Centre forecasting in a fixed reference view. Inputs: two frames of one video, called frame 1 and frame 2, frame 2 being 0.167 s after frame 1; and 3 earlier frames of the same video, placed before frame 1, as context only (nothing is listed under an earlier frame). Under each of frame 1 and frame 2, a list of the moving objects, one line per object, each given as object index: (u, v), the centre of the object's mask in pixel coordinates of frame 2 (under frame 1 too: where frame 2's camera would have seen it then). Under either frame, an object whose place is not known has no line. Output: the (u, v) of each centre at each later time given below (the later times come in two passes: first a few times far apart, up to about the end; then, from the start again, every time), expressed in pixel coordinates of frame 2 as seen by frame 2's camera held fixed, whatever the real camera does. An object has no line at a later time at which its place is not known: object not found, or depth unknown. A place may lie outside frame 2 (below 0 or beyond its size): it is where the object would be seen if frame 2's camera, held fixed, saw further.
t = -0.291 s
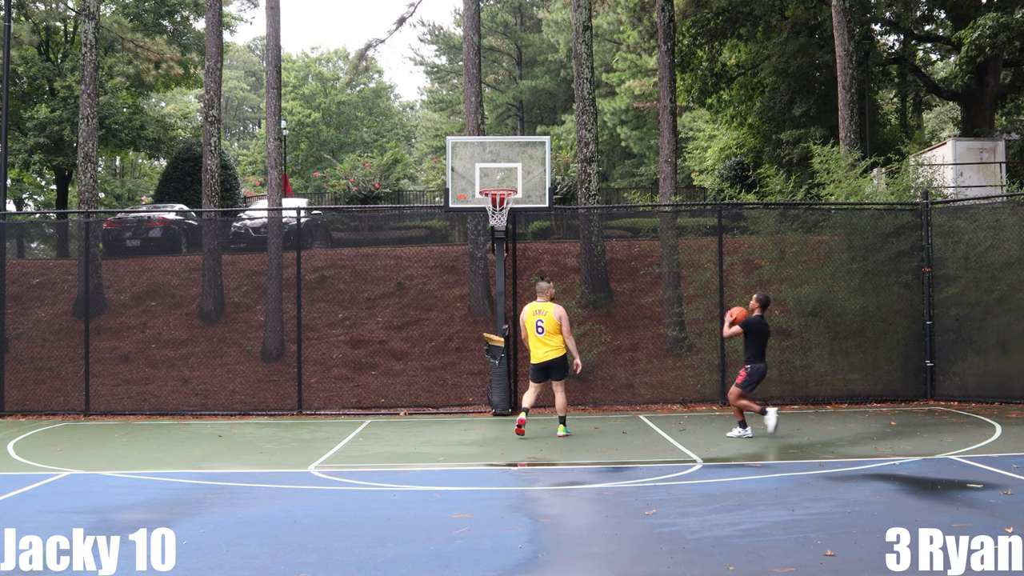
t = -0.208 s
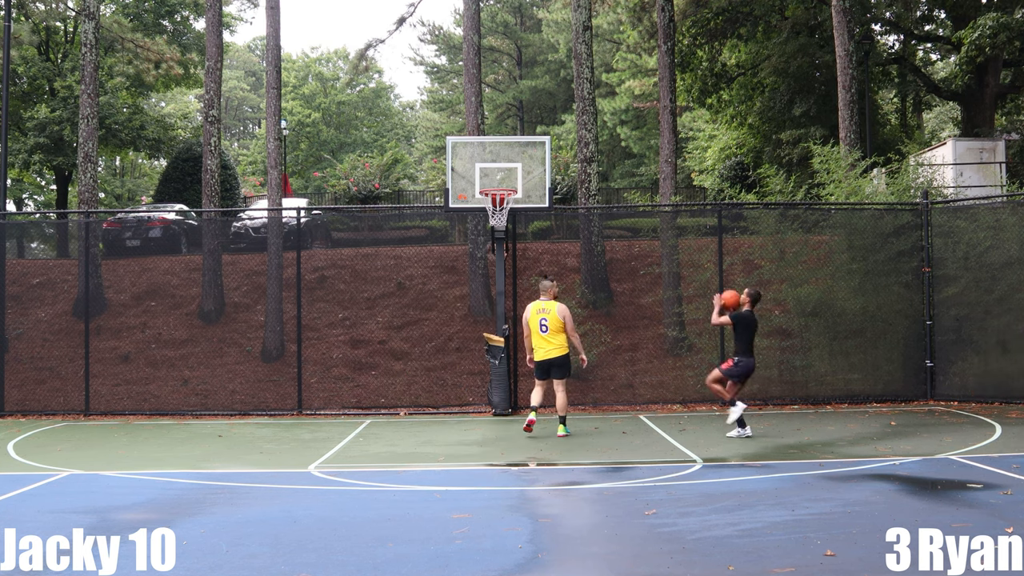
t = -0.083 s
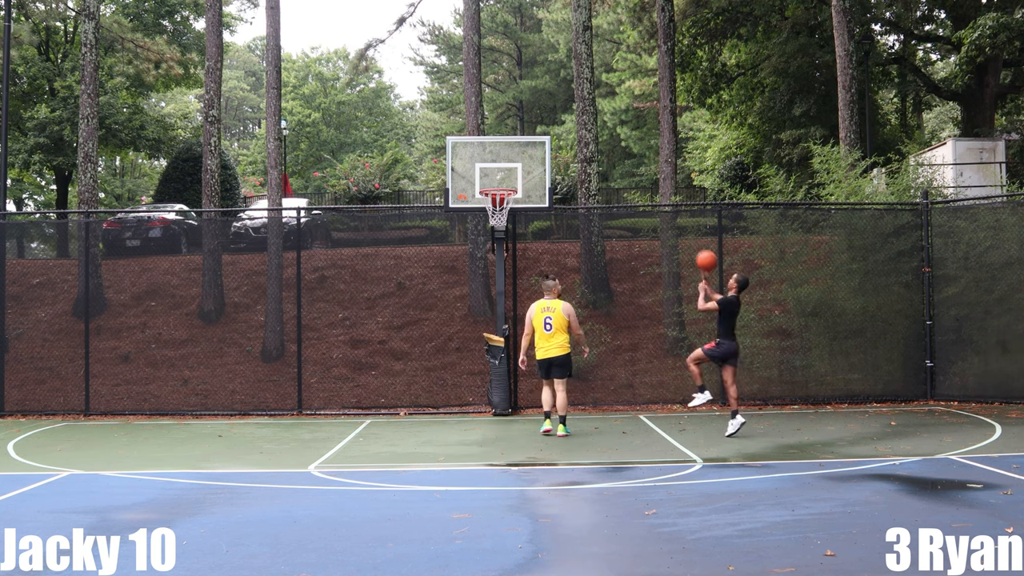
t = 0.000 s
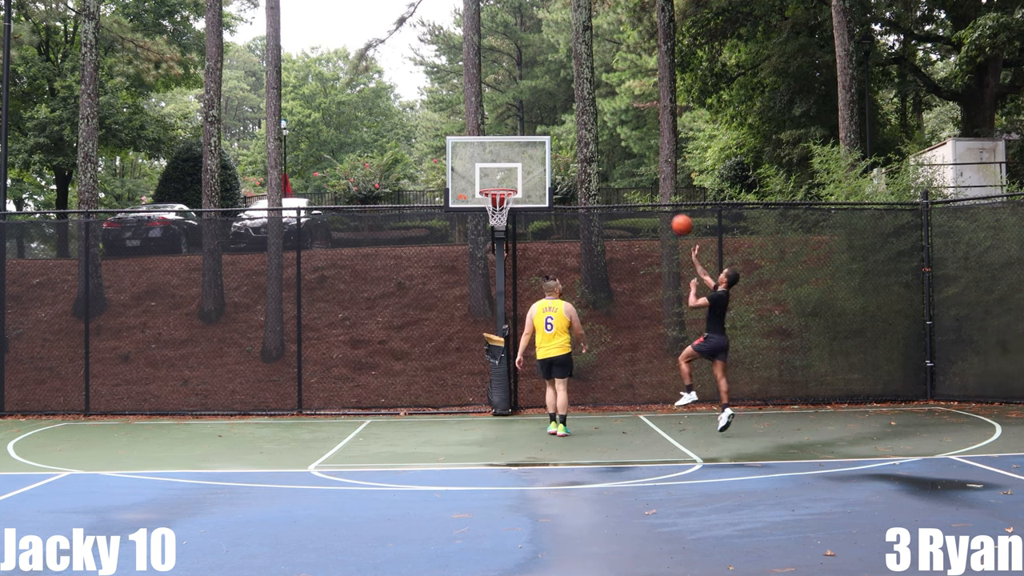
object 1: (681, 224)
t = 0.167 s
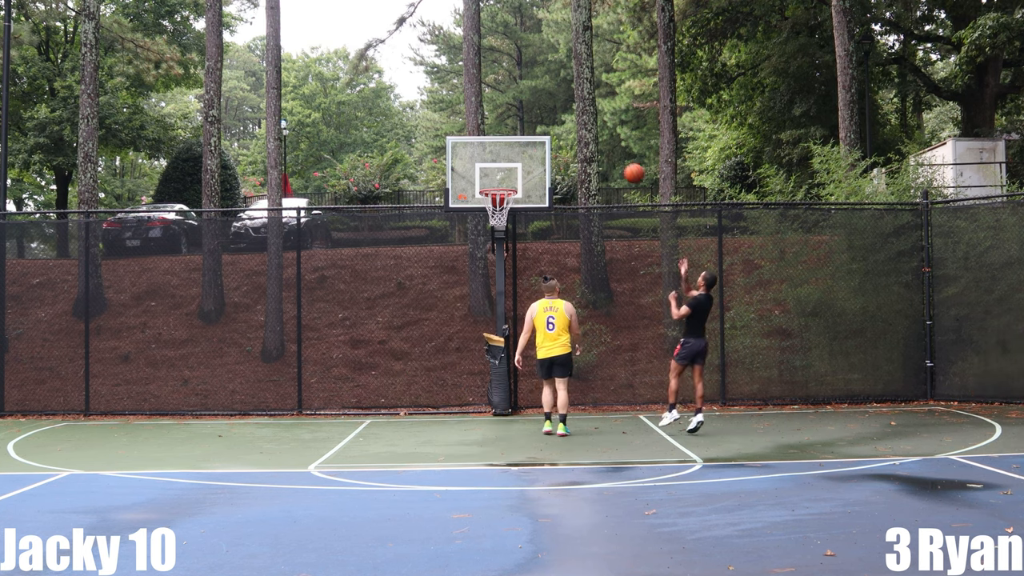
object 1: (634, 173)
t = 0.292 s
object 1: (601, 150)
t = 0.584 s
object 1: (531, 146)
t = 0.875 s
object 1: (494, 183)
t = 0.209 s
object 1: (623, 164)
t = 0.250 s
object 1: (612, 156)
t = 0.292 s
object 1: (601, 150)
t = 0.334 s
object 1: (591, 145)
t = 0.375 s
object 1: (580, 142)
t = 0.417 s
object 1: (570, 140)
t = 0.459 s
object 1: (560, 139)
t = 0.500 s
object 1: (550, 140)
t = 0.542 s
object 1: (541, 142)
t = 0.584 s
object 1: (531, 146)
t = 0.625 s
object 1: (525, 148)
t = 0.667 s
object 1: (520, 150)
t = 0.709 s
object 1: (515, 154)
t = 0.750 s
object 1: (510, 159)
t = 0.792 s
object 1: (505, 166)
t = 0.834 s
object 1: (499, 175)
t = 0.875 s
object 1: (494, 183)
